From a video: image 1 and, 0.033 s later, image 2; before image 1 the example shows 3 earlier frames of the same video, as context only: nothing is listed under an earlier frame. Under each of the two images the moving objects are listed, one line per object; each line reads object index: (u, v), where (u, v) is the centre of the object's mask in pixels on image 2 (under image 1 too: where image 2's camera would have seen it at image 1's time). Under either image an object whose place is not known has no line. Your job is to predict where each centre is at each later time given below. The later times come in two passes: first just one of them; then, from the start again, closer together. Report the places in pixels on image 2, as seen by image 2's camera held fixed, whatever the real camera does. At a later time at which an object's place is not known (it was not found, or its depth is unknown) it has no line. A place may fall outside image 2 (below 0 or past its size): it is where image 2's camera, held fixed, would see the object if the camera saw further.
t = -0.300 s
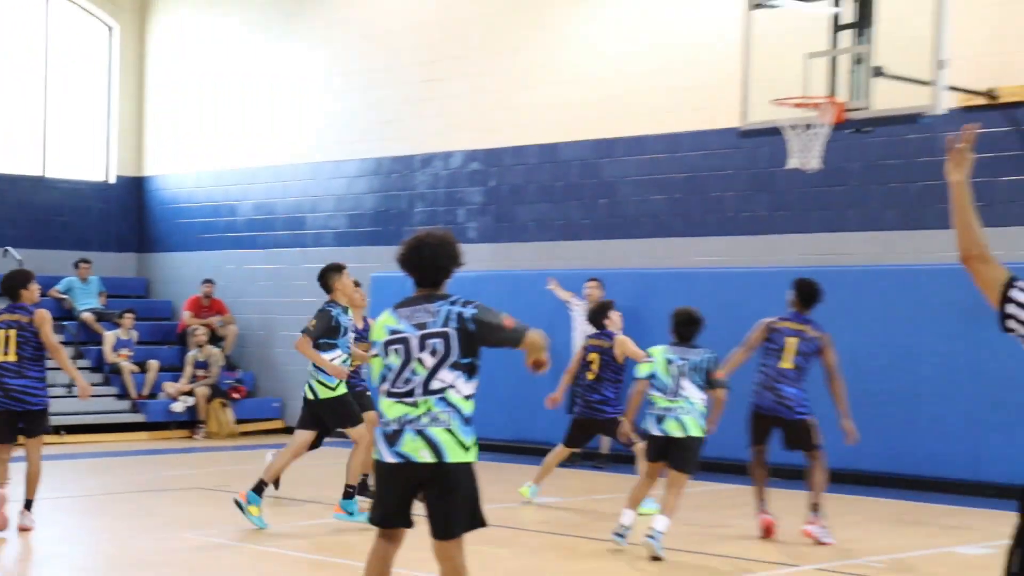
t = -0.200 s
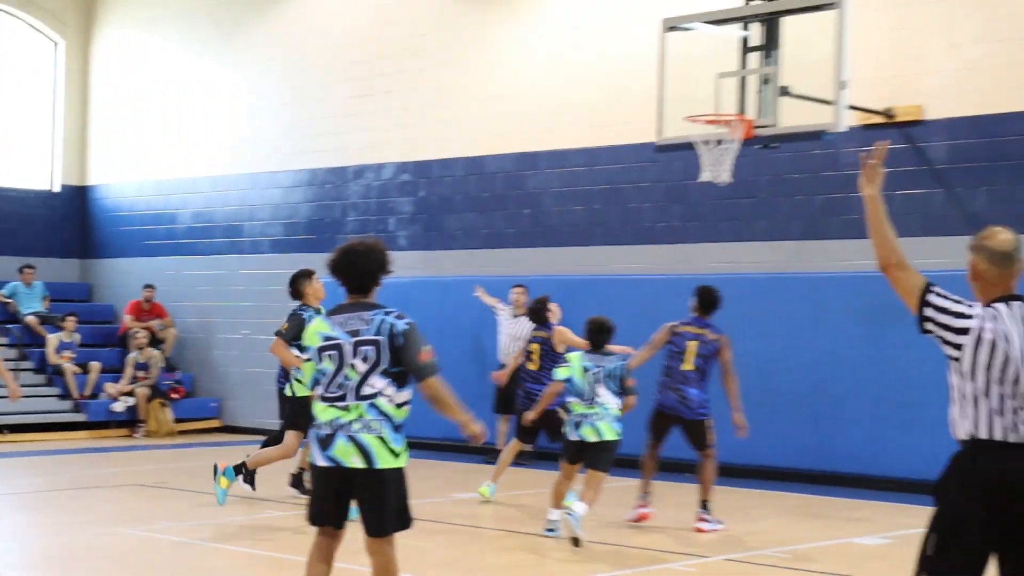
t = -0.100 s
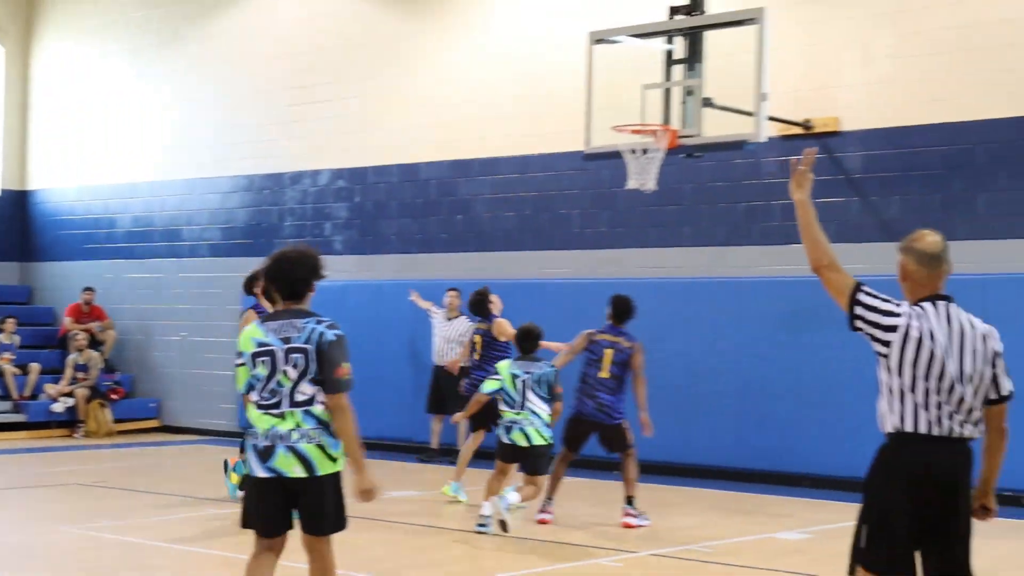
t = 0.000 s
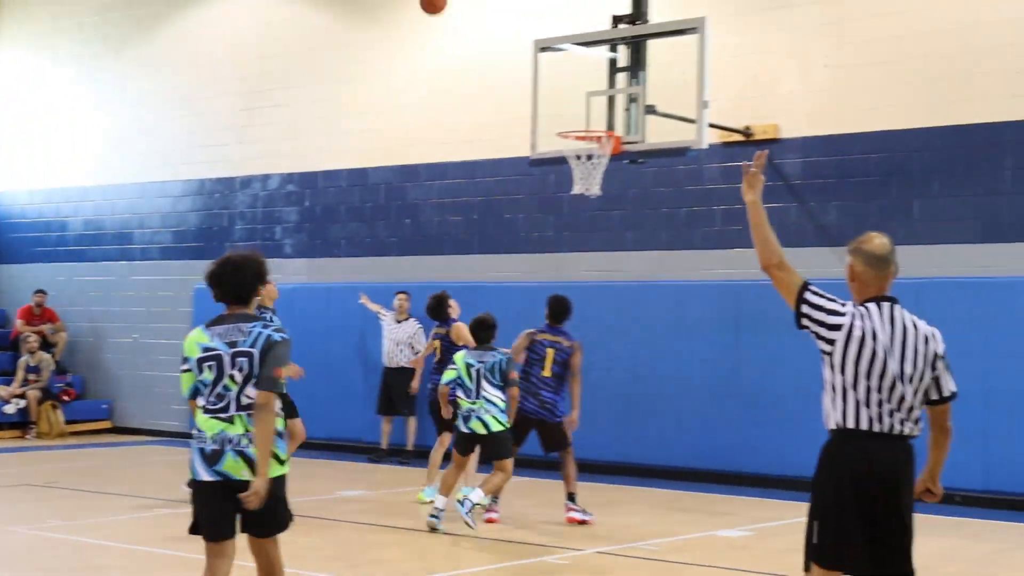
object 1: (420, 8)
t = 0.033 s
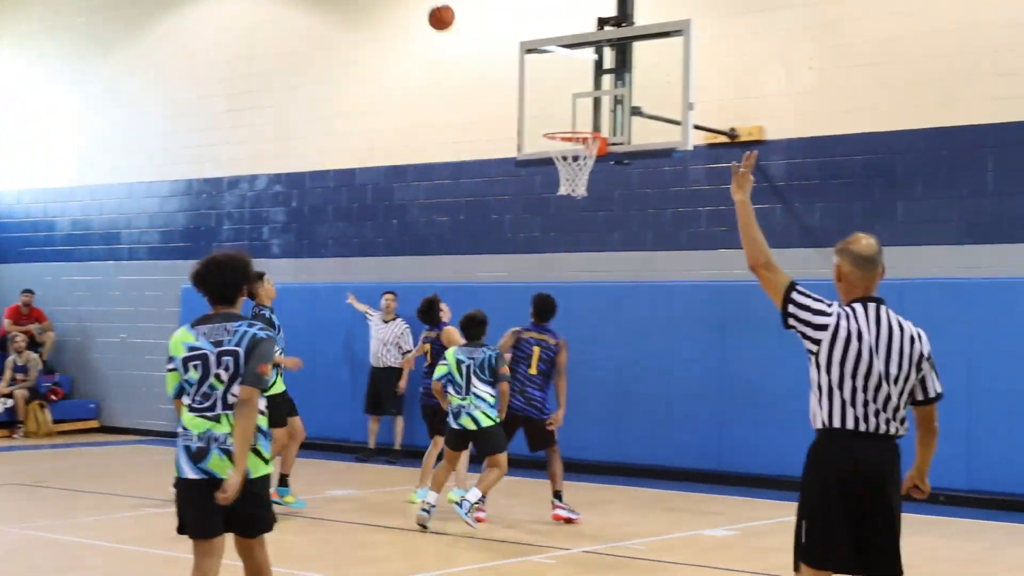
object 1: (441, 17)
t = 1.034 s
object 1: (604, 225)
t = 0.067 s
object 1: (462, 33)
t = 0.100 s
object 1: (483, 49)
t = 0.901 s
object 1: (585, 190)
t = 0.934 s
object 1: (590, 195)
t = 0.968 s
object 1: (594, 204)
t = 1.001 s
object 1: (599, 214)
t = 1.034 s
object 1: (604, 225)
